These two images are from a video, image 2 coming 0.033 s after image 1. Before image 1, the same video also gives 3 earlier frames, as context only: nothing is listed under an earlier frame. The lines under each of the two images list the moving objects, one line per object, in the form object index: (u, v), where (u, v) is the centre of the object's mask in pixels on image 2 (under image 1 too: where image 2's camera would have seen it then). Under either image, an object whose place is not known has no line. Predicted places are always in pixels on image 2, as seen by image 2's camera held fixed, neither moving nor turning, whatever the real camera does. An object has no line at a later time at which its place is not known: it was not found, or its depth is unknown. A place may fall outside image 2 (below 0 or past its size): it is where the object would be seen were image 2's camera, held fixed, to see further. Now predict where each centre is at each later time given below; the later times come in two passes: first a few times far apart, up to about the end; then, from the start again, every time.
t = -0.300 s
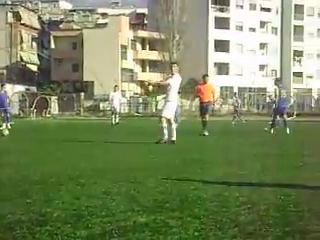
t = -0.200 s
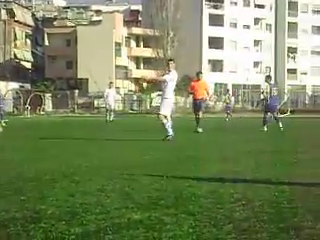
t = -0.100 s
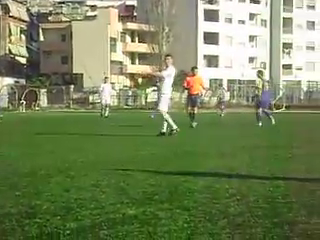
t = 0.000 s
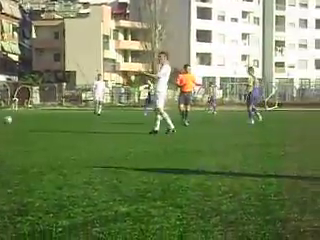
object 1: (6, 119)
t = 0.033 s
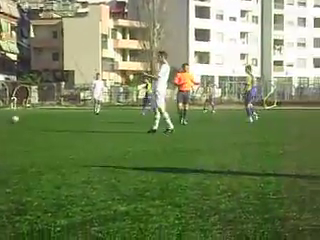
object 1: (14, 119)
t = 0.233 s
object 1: (63, 122)
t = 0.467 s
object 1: (114, 125)
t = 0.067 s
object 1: (23, 119)
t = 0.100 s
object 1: (31, 120)
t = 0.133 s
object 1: (39, 120)
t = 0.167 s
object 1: (48, 122)
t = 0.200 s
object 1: (56, 123)
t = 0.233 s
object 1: (63, 122)
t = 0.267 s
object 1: (70, 121)
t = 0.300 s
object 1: (77, 121)
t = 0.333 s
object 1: (85, 120)
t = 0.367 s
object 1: (92, 121)
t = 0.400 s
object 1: (99, 122)
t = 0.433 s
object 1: (107, 123)
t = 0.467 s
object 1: (114, 125)
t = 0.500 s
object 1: (121, 124)
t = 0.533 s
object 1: (126, 124)
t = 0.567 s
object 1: (132, 123)
